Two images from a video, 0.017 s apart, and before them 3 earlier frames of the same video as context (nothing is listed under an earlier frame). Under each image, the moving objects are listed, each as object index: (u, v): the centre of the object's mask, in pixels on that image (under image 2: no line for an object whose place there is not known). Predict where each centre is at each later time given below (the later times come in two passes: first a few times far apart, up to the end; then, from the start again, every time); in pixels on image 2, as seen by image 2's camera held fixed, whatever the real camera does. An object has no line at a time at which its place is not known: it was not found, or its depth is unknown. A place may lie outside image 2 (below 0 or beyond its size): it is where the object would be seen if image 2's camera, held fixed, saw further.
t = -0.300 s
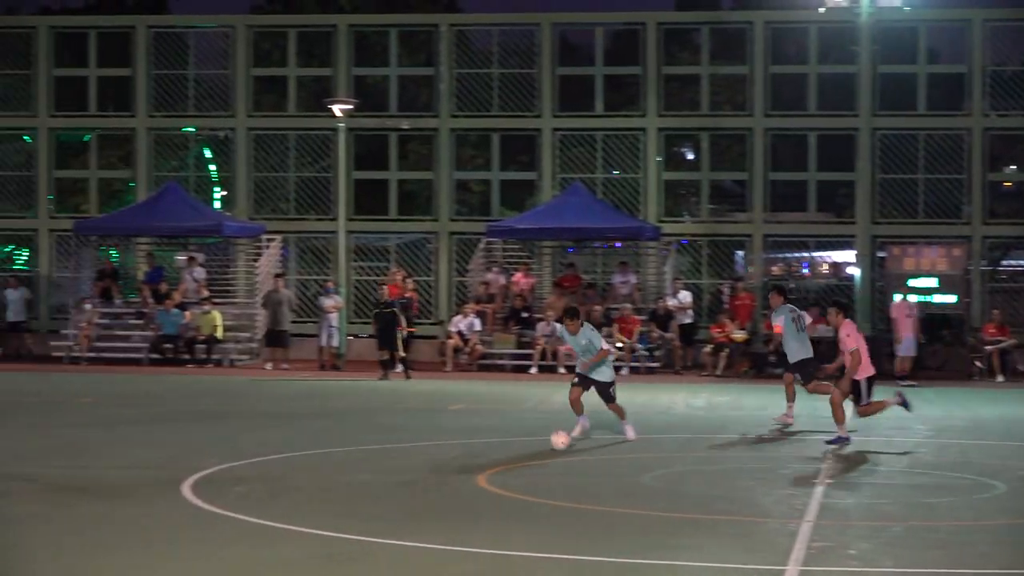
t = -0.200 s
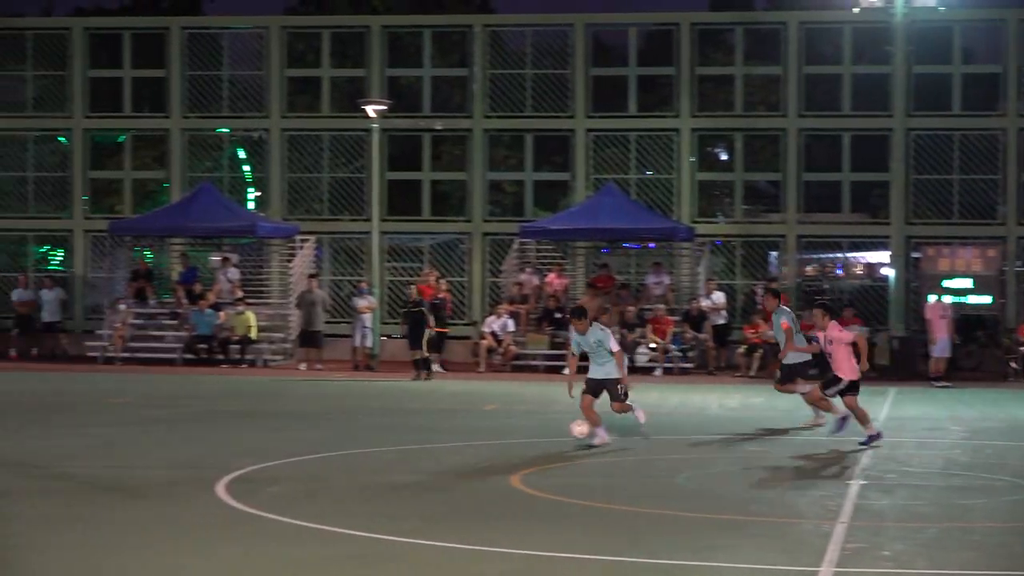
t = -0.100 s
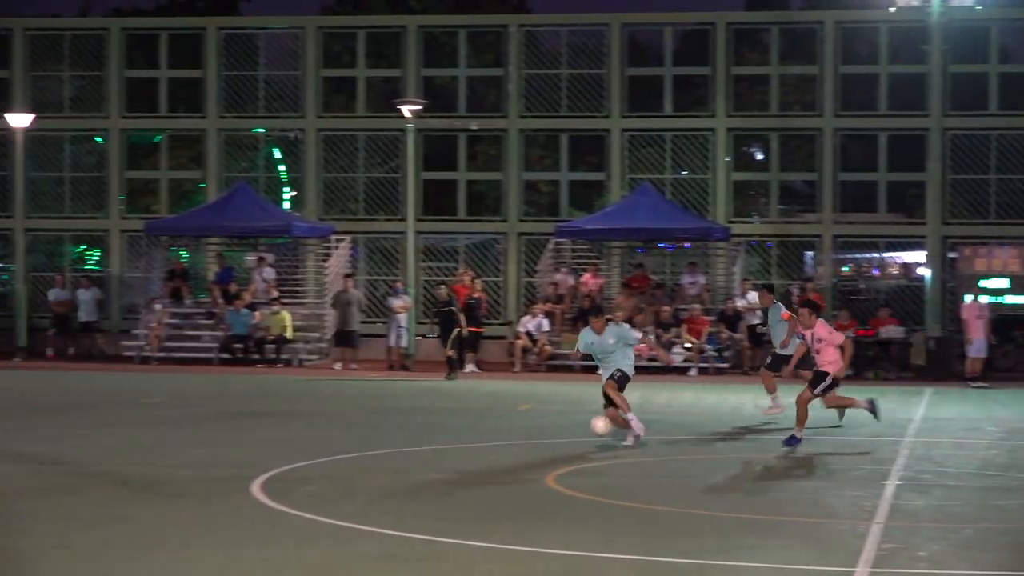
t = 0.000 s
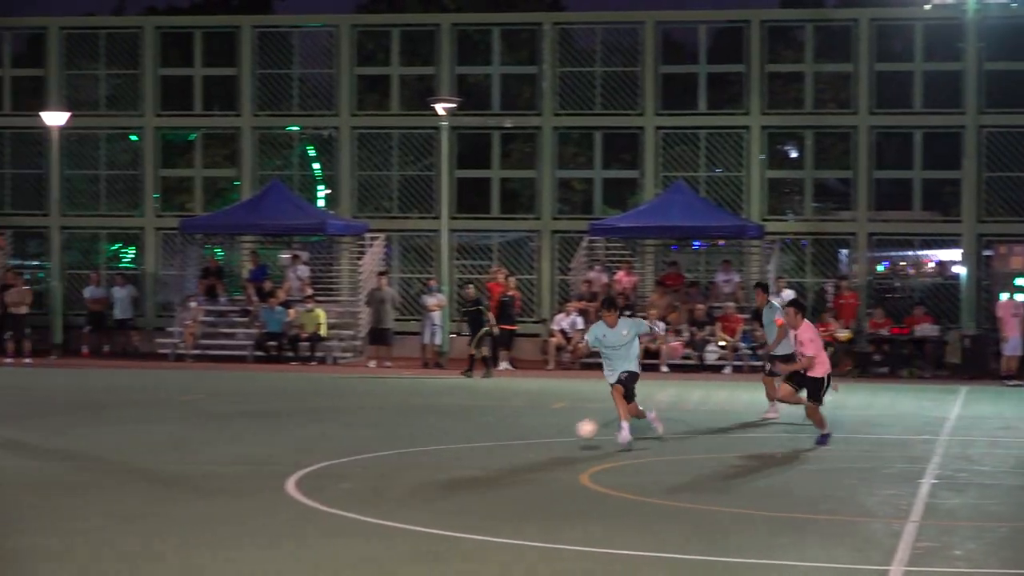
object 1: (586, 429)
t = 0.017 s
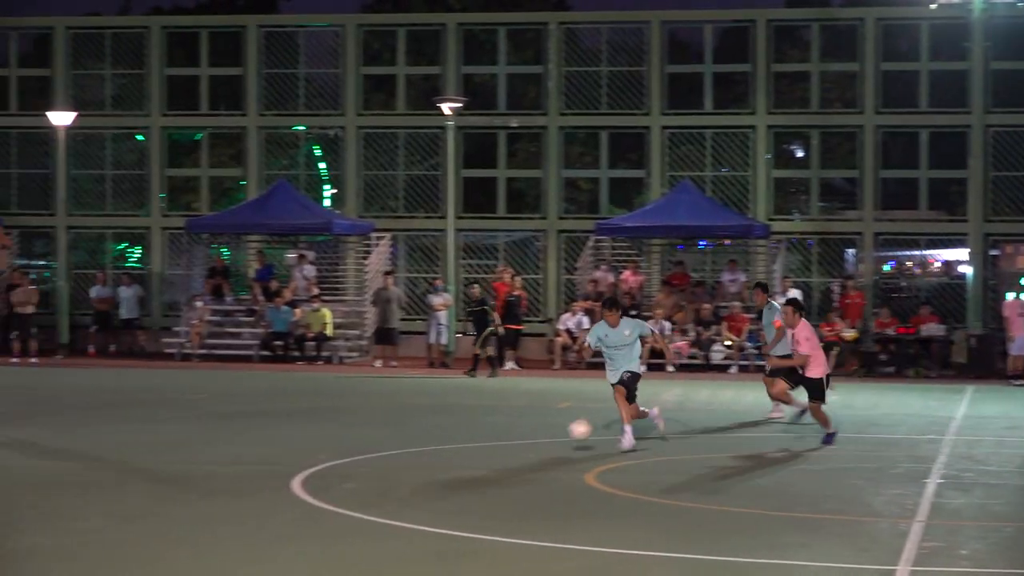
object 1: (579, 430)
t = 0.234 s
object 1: (444, 434)
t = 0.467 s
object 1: (329, 450)
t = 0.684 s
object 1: (222, 451)
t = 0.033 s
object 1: (567, 431)
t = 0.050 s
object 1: (555, 434)
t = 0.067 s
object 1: (542, 437)
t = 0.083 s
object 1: (529, 439)
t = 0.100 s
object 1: (517, 443)
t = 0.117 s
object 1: (504, 445)
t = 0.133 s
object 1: (494, 445)
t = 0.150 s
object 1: (486, 443)
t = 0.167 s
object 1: (478, 440)
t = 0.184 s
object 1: (469, 438)
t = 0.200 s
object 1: (461, 437)
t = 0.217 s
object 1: (453, 436)
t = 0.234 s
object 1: (444, 434)
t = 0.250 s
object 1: (436, 434)
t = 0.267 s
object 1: (428, 434)
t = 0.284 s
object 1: (420, 434)
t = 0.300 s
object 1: (412, 435)
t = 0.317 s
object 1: (404, 435)
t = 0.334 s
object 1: (395, 436)
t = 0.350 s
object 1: (386, 437)
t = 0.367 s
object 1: (378, 438)
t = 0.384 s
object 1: (370, 441)
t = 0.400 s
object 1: (362, 443)
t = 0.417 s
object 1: (354, 445)
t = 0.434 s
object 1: (346, 448)
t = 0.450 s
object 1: (337, 450)
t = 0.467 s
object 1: (329, 450)
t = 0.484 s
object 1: (320, 448)
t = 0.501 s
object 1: (312, 446)
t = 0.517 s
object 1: (304, 445)
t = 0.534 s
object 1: (296, 445)
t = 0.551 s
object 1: (288, 445)
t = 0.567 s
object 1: (280, 444)
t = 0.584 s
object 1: (271, 444)
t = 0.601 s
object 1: (263, 445)
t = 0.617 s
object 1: (255, 445)
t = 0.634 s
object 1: (246, 447)
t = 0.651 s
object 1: (238, 448)
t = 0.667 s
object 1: (230, 450)
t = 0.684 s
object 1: (222, 451)
